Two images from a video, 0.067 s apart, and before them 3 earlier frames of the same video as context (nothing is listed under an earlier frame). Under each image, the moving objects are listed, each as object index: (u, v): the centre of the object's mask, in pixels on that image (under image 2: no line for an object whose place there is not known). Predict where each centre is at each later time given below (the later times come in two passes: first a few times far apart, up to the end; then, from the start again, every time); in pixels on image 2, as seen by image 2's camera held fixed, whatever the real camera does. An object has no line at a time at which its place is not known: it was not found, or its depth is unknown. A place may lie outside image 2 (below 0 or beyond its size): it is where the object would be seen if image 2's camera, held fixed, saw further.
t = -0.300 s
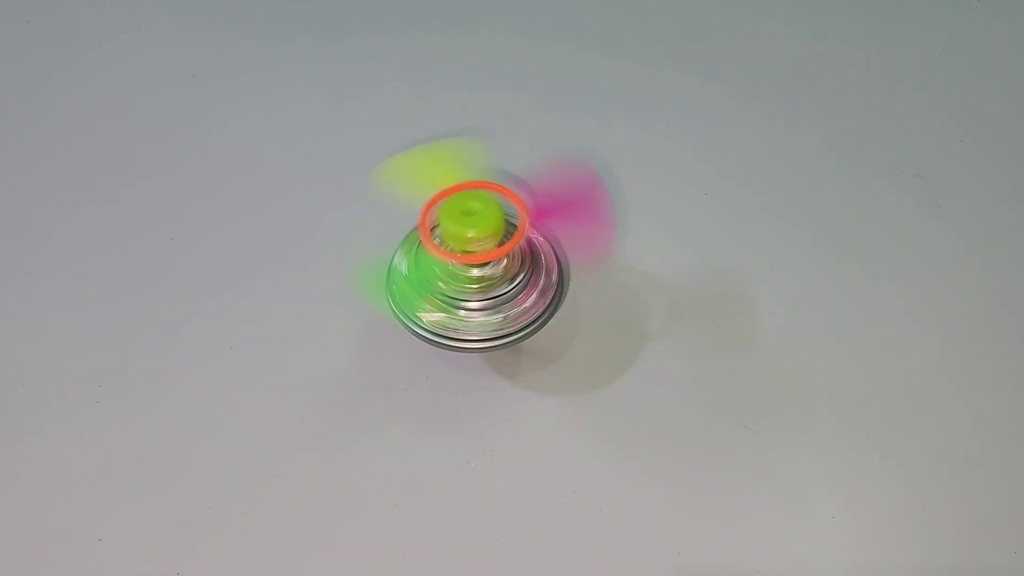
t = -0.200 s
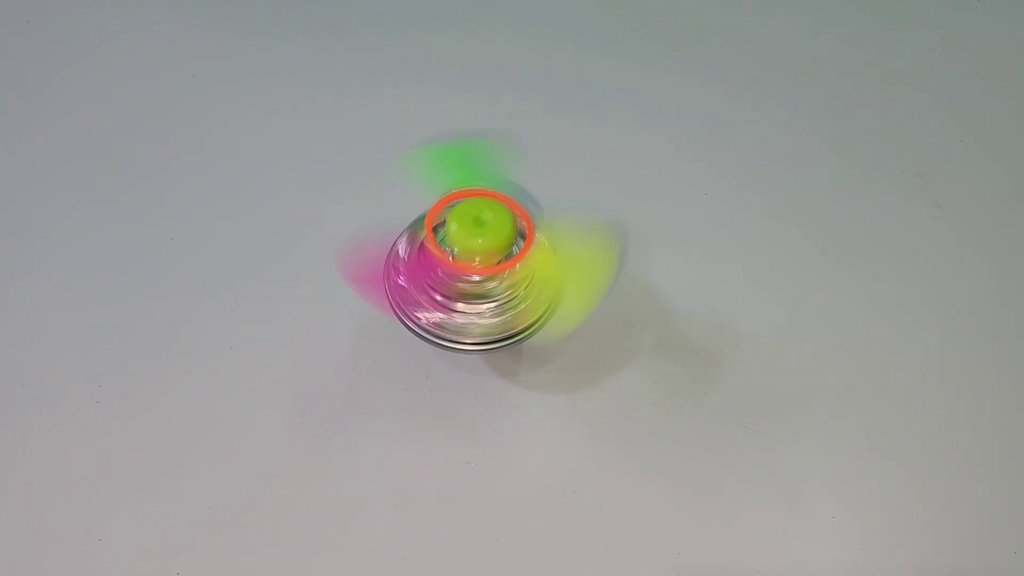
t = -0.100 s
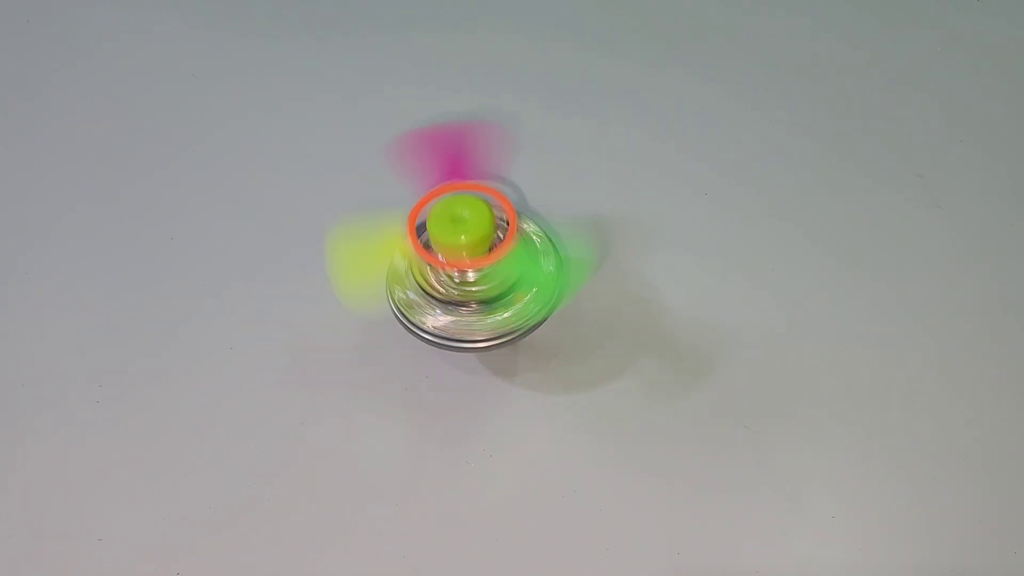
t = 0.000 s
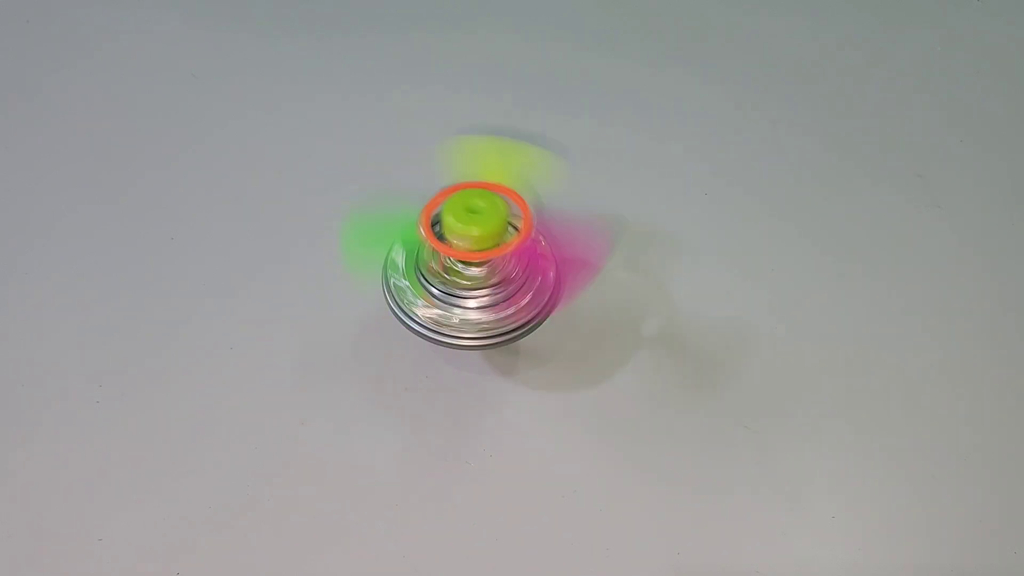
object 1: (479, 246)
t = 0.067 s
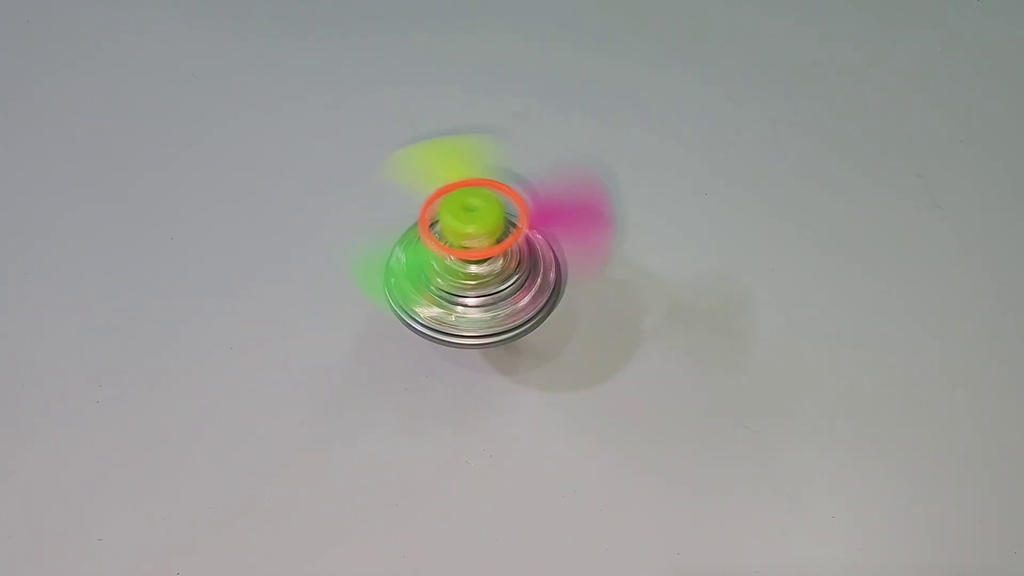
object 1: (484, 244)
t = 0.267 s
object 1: (463, 243)
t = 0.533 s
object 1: (494, 245)
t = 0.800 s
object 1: (482, 232)
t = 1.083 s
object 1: (487, 246)
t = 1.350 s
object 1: (502, 250)
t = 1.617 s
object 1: (490, 259)
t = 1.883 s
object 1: (498, 246)
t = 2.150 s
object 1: (505, 260)
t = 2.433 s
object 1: (486, 251)
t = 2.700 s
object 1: (495, 260)
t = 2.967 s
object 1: (488, 278)
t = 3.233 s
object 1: (478, 269)
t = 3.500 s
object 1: (494, 259)
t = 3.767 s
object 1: (493, 268)
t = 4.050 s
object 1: (485, 278)
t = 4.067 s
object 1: (485, 274)
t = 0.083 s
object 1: (483, 246)
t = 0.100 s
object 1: (467, 256)
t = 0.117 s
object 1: (462, 248)
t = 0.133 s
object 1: (477, 235)
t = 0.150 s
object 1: (479, 245)
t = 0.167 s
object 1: (480, 255)
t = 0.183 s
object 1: (468, 246)
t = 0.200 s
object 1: (463, 237)
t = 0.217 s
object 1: (482, 243)
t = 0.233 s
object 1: (487, 244)
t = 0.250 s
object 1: (468, 248)
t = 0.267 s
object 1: (463, 243)
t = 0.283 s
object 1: (484, 234)
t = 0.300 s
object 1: (481, 242)
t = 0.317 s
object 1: (479, 254)
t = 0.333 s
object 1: (469, 245)
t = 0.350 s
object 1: (469, 234)
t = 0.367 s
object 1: (485, 242)
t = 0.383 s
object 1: (490, 245)
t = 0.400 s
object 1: (471, 244)
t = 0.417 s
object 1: (465, 241)
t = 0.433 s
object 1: (487, 234)
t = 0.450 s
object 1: (482, 240)
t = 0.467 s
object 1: (480, 252)
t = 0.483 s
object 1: (473, 242)
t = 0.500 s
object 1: (475, 232)
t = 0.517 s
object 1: (490, 241)
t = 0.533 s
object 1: (494, 245)
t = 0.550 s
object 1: (476, 243)
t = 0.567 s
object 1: (468, 240)
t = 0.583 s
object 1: (490, 234)
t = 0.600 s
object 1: (485, 238)
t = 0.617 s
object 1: (483, 251)
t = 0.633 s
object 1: (477, 242)
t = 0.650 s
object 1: (479, 231)
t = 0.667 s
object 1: (494, 241)
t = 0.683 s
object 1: (498, 245)
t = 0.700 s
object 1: (478, 245)
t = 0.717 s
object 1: (472, 240)
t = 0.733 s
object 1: (493, 234)
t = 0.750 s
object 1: (489, 239)
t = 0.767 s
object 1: (488, 251)
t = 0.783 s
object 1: (481, 242)
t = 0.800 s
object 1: (482, 232)
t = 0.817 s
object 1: (498, 241)
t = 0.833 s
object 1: (502, 244)
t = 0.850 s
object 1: (483, 247)
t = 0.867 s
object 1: (477, 243)
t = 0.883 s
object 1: (496, 235)
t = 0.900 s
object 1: (492, 242)
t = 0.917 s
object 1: (493, 253)
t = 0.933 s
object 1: (484, 243)
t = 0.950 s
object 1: (482, 234)
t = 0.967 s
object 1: (503, 241)
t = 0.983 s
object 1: (505, 244)
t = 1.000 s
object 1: (488, 251)
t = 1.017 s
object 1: (480, 245)
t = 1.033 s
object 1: (499, 234)
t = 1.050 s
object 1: (495, 246)
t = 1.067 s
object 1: (501, 253)
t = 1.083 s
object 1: (487, 246)
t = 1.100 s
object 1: (480, 239)
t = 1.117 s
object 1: (506, 242)
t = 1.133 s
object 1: (503, 245)
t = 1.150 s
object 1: (491, 256)
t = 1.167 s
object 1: (487, 249)
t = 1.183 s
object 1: (494, 237)
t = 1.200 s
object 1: (498, 248)
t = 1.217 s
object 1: (505, 253)
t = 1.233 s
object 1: (488, 249)
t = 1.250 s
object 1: (481, 246)
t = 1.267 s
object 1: (506, 241)
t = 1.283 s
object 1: (500, 246)
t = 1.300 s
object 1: (497, 261)
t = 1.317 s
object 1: (489, 252)
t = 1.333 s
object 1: (487, 241)
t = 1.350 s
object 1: (502, 250)
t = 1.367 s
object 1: (507, 250)
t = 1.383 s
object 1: (489, 255)
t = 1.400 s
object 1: (485, 252)
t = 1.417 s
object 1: (501, 241)
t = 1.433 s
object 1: (506, 251)
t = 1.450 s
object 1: (506, 262)
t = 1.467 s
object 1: (489, 255)
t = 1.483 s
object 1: (481, 248)
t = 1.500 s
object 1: (504, 249)
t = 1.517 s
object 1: (501, 251)
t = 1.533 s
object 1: (492, 262)
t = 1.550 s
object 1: (488, 255)
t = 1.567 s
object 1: (489, 243)
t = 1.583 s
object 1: (503, 254)
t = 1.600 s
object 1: (508, 256)
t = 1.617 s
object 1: (490, 259)
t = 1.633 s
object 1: (483, 255)
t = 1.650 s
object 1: (500, 246)
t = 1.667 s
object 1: (497, 255)
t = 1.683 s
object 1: (502, 263)
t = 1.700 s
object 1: (489, 255)
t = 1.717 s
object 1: (480, 249)
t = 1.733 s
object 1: (506, 251)
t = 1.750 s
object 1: (501, 254)
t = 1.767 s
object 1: (492, 266)
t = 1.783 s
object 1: (486, 259)
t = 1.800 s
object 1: (487, 247)
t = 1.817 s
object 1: (500, 255)
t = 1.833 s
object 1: (505, 256)
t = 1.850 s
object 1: (486, 261)
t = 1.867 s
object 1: (482, 257)
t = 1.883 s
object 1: (498, 246)
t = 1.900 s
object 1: (498, 257)
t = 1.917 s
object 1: (501, 265)
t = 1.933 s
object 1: (486, 259)
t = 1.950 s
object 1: (477, 254)
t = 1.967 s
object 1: (501, 250)
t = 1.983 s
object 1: (495, 256)
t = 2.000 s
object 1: (495, 267)
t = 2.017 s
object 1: (486, 258)
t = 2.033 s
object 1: (481, 249)
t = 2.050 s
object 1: (502, 256)
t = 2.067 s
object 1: (501, 256)
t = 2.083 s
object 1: (486, 266)
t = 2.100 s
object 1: (483, 259)
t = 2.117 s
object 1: (489, 246)
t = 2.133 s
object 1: (498, 258)
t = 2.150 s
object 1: (505, 260)
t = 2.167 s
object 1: (485, 262)
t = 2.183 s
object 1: (480, 259)
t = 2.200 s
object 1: (497, 248)
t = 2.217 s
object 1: (498, 257)
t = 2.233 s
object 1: (501, 267)
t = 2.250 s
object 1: (486, 260)
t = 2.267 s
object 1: (477, 254)
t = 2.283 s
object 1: (502, 251)
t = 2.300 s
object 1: (495, 255)
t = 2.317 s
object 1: (497, 270)
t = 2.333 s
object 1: (487, 261)
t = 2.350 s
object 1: (481, 251)
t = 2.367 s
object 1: (502, 256)
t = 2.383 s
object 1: (500, 257)
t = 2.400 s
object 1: (490, 268)
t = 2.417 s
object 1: (486, 261)
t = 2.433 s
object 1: (486, 251)
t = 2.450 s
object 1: (503, 259)
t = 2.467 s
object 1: (506, 260)
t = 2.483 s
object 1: (487, 268)
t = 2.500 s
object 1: (483, 262)
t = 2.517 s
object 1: (493, 250)
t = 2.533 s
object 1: (498, 260)
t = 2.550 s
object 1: (505, 264)
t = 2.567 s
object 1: (487, 263)
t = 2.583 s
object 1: (483, 261)
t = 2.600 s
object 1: (500, 251)
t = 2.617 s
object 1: (505, 260)
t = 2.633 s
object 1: (506, 270)
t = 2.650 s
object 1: (487, 265)
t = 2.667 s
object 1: (479, 260)
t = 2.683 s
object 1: (501, 255)
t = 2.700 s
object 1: (495, 260)
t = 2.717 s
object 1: (501, 272)
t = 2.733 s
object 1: (489, 263)
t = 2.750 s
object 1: (481, 257)
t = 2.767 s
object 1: (505, 258)
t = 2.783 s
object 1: (499, 262)
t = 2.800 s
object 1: (497, 276)
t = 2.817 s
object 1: (486, 268)
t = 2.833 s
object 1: (480, 257)
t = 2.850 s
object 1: (502, 261)
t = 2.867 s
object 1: (500, 261)
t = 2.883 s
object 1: (491, 274)
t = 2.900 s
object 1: (487, 265)
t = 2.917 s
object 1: (484, 257)
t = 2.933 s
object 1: (504, 264)
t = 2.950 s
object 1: (502, 264)
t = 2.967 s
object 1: (488, 278)
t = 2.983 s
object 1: (484, 270)
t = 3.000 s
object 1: (486, 256)
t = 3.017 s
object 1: (497, 267)
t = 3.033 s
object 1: (502, 266)
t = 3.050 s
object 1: (483, 272)
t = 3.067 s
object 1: (482, 269)
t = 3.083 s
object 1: (489, 257)
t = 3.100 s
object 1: (500, 268)
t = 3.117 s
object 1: (505, 269)
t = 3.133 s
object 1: (485, 276)
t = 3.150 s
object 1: (480, 271)
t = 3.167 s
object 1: (490, 259)
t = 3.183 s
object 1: (494, 269)
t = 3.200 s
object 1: (500, 272)
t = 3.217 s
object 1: (483, 272)
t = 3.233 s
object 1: (478, 269)
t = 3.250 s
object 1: (492, 256)
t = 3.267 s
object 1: (497, 271)
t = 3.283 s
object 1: (503, 273)
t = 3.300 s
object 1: (484, 273)
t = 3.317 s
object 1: (478, 271)
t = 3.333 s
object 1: (492, 259)
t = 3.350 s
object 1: (493, 270)
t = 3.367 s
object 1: (498, 276)
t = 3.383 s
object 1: (480, 272)
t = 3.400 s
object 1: (474, 269)
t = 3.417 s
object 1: (491, 259)
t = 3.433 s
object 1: (495, 268)
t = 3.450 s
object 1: (500, 274)
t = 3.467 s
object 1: (484, 271)
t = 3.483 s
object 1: (478, 269)
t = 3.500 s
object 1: (494, 259)
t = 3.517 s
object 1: (492, 272)
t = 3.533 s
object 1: (497, 277)
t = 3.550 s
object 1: (479, 273)
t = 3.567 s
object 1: (473, 269)
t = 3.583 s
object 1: (492, 258)
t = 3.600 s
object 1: (492, 268)
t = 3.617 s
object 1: (500, 274)
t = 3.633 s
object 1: (482, 269)
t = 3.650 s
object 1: (477, 269)
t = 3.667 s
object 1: (494, 259)
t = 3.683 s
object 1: (496, 269)
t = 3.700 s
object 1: (500, 276)
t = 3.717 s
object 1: (482, 275)
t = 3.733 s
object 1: (475, 270)
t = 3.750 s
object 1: (491, 258)
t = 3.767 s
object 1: (493, 268)
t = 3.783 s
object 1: (499, 272)
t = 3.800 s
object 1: (482, 271)
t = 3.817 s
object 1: (479, 268)
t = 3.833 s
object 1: (493, 257)
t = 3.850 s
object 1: (497, 270)
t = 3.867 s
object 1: (504, 274)
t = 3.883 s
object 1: (484, 278)
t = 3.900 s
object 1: (478, 273)
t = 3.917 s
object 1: (490, 260)
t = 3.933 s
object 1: (495, 271)
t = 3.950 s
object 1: (500, 272)
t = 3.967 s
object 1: (481, 276)
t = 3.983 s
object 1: (477, 271)
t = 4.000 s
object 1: (487, 260)
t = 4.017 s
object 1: (498, 270)
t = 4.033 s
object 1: (504, 270)
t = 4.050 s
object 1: (485, 278)
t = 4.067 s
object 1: (485, 274)
